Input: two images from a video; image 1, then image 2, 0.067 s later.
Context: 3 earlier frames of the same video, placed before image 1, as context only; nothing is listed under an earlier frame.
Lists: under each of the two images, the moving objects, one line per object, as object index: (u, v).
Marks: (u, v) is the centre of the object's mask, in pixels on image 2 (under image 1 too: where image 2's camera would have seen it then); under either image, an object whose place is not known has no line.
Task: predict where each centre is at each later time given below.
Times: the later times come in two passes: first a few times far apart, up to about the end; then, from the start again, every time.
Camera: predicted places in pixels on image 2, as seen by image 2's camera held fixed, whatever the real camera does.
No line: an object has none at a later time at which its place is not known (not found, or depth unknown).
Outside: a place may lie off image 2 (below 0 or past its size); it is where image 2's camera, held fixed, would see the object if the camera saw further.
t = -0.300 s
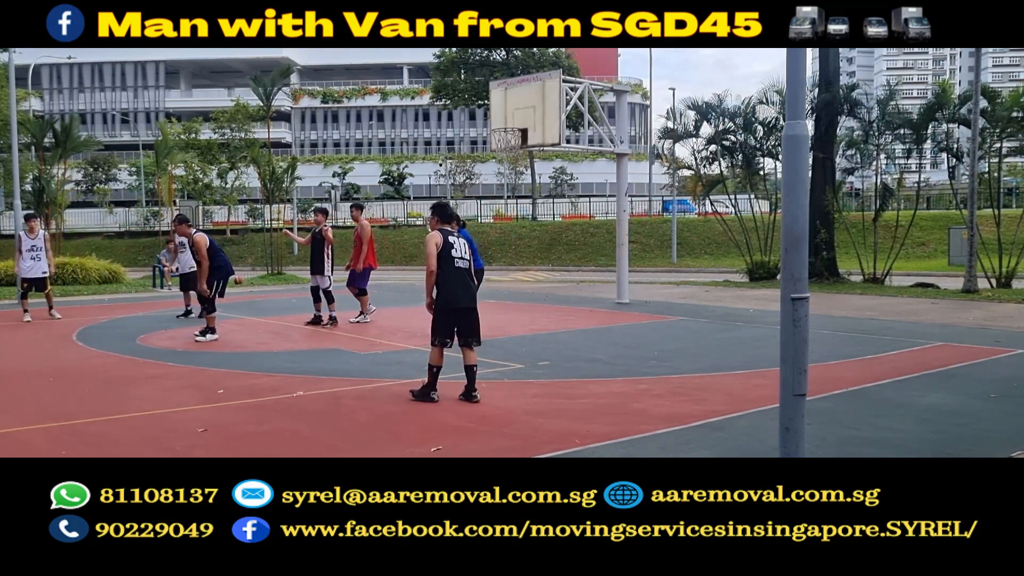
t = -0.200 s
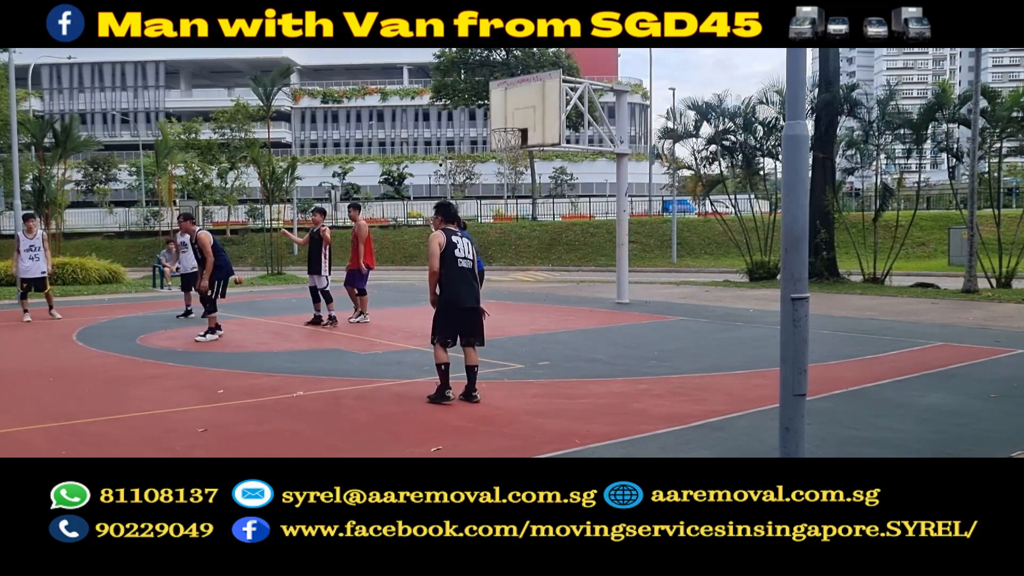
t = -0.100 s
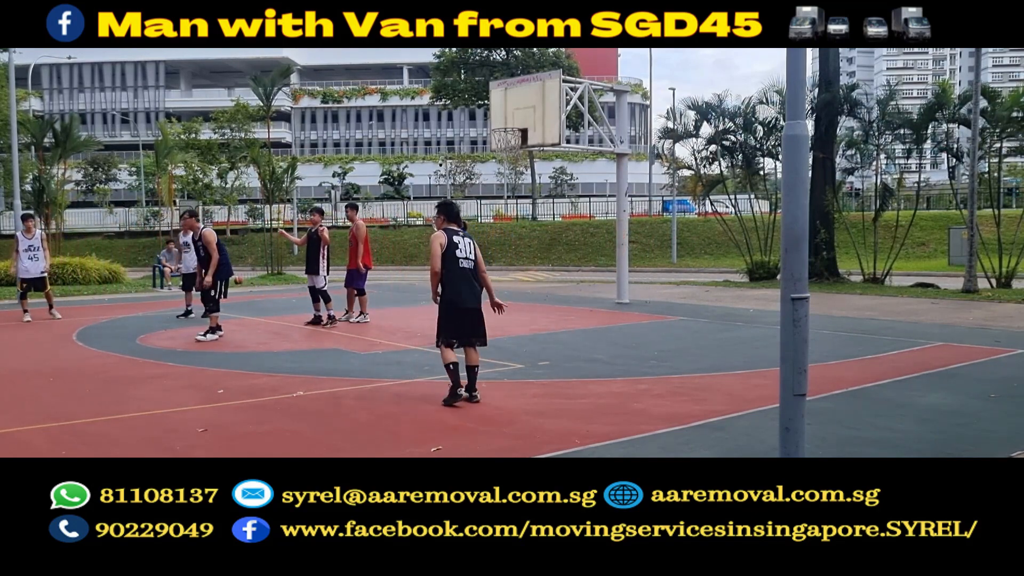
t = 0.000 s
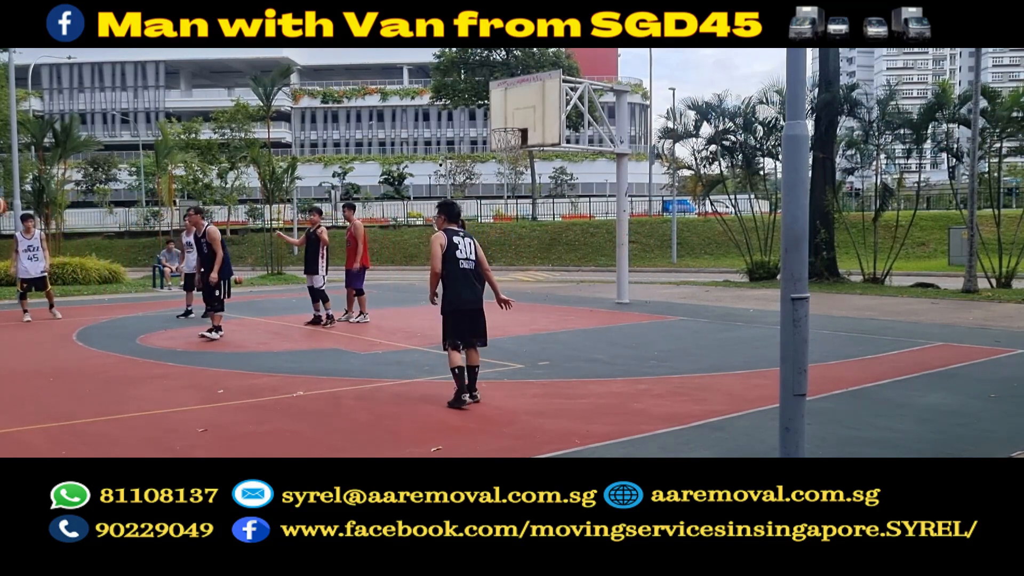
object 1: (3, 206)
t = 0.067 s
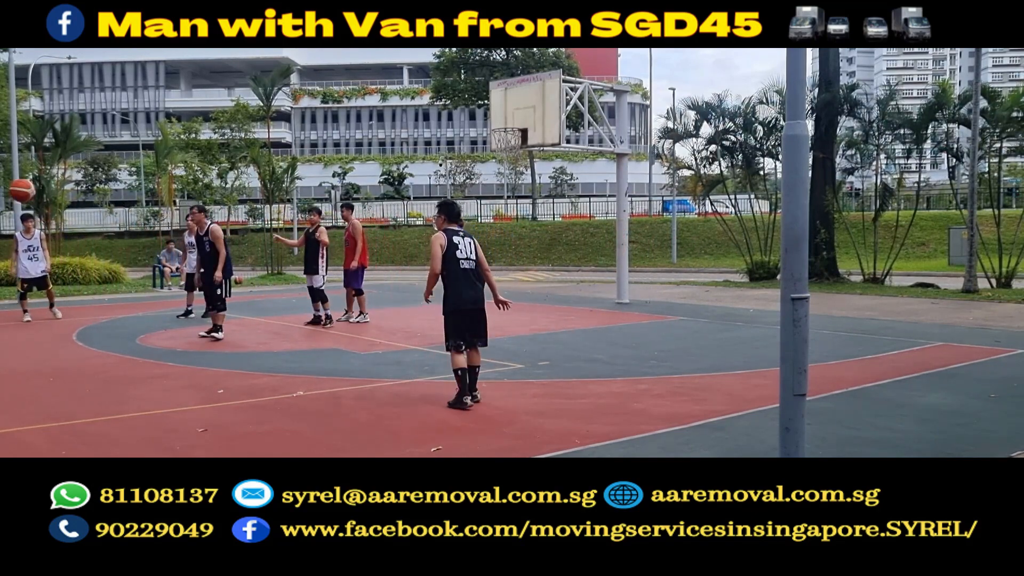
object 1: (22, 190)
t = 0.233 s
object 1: (102, 166)
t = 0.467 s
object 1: (231, 179)
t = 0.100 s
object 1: (37, 184)
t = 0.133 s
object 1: (52, 177)
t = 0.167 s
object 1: (69, 173)
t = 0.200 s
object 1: (85, 169)
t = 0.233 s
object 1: (102, 166)
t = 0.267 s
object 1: (118, 164)
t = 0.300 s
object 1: (136, 164)
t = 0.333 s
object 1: (154, 165)
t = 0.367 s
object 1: (173, 166)
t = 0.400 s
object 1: (192, 169)
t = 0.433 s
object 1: (211, 174)
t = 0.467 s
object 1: (231, 179)
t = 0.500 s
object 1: (252, 187)
